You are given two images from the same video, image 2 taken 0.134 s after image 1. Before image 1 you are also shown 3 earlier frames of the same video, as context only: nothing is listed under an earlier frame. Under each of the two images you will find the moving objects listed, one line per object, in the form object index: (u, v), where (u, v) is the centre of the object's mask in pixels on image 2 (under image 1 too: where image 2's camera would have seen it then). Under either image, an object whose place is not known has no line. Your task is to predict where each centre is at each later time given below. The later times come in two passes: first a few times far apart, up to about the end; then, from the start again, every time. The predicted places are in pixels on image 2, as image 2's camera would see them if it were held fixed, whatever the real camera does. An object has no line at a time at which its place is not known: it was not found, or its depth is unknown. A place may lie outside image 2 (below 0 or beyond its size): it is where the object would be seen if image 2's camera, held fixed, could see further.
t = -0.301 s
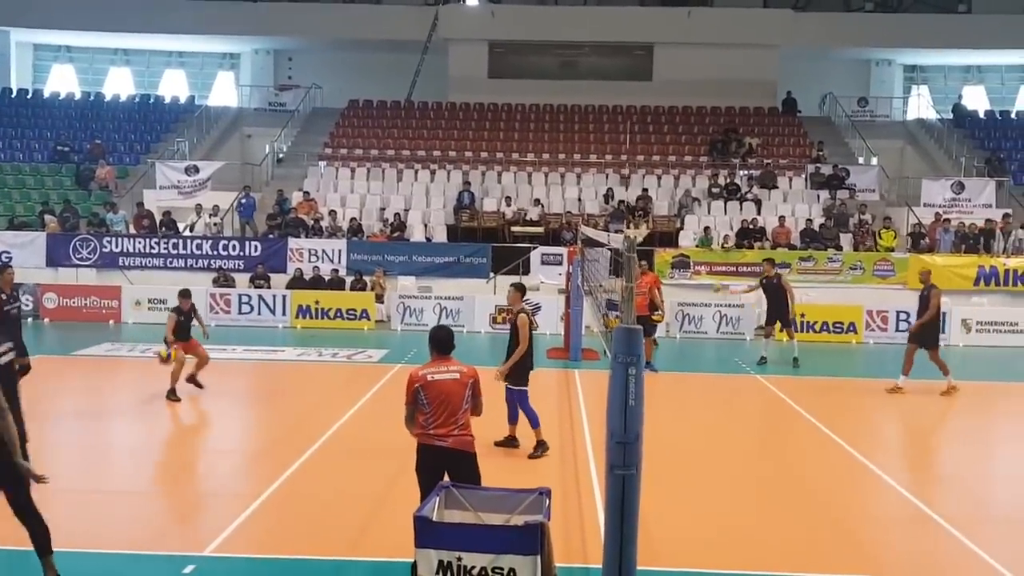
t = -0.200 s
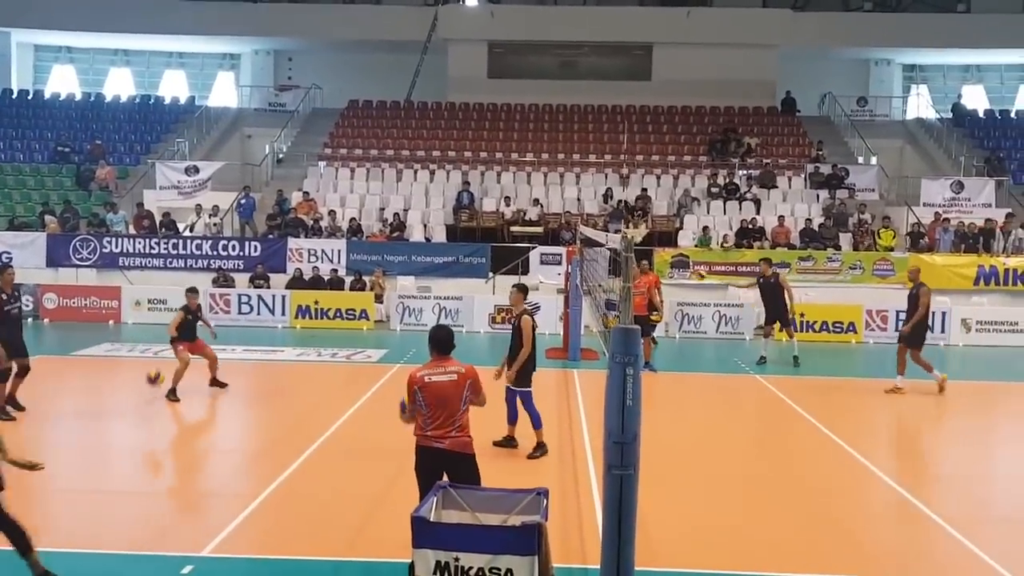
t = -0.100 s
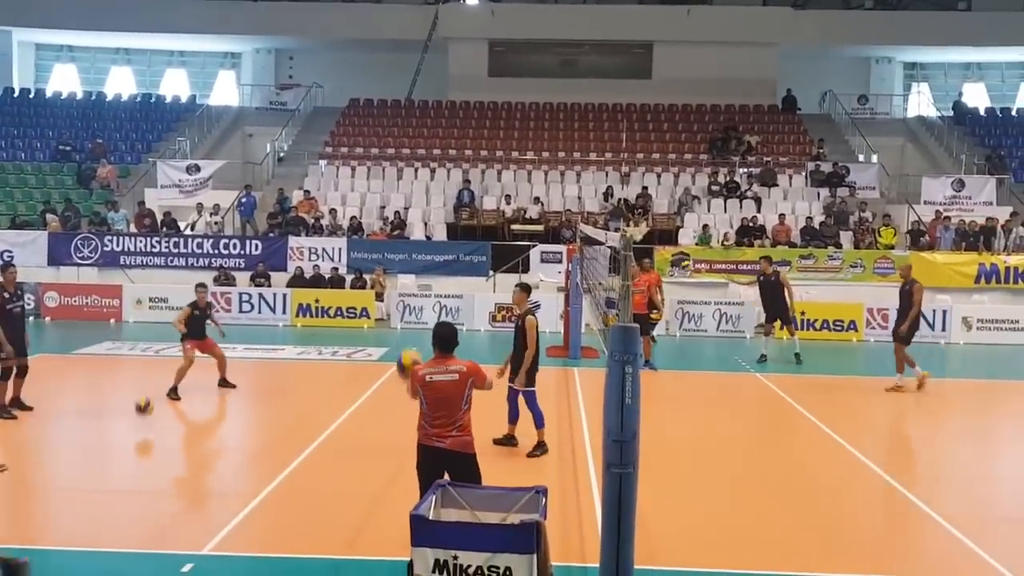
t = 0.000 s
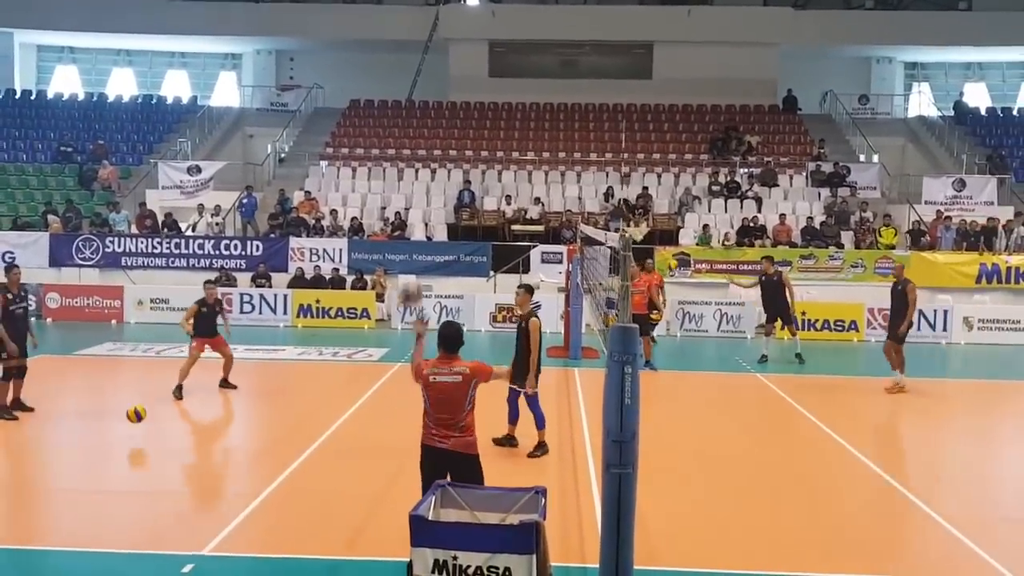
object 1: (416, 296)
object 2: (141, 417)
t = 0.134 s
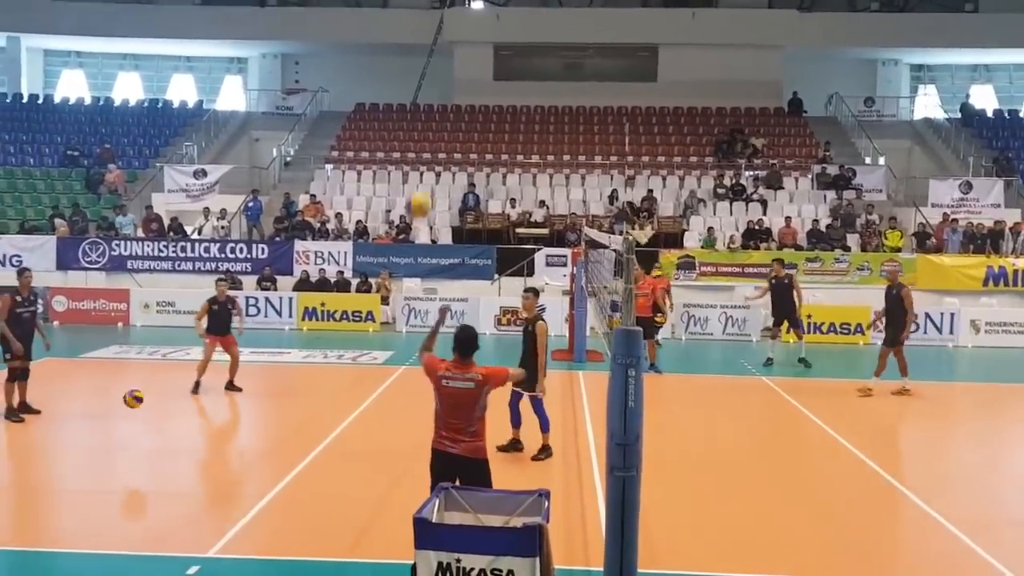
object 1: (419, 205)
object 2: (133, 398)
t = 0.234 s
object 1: (418, 151)
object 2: (126, 395)
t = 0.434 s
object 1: (419, 80)
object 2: (113, 415)
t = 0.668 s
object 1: (421, 59)
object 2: (92, 451)
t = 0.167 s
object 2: (131, 396)
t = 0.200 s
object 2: (129, 395)
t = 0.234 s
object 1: (418, 151)
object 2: (126, 395)
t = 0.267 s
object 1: (419, 137)
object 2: (124, 396)
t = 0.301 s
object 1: (419, 122)
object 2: (122, 397)
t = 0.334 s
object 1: (419, 110)
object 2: (119, 400)
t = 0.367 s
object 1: (421, 98)
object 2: (117, 404)
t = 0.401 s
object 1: (419, 87)
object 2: (115, 409)
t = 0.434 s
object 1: (419, 80)
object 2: (113, 415)
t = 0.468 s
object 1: (419, 73)
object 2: (109, 423)
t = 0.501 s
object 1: (420, 67)
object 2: (106, 432)
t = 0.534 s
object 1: (420, 62)
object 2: (104, 441)
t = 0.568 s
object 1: (421, 59)
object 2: (101, 452)
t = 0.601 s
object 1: (420, 57)
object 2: (98, 462)
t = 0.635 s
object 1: (421, 58)
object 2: (95, 456)
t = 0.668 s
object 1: (421, 59)
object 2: (92, 451)
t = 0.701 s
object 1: (422, 63)
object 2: (90, 446)
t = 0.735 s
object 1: (422, 67)
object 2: (86, 442)
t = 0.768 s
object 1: (422, 72)
